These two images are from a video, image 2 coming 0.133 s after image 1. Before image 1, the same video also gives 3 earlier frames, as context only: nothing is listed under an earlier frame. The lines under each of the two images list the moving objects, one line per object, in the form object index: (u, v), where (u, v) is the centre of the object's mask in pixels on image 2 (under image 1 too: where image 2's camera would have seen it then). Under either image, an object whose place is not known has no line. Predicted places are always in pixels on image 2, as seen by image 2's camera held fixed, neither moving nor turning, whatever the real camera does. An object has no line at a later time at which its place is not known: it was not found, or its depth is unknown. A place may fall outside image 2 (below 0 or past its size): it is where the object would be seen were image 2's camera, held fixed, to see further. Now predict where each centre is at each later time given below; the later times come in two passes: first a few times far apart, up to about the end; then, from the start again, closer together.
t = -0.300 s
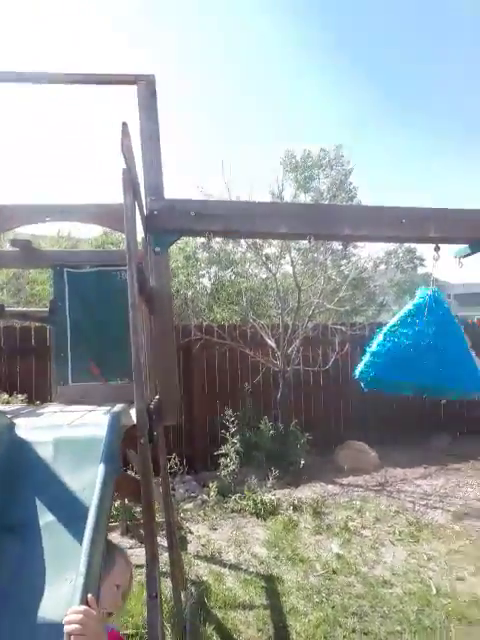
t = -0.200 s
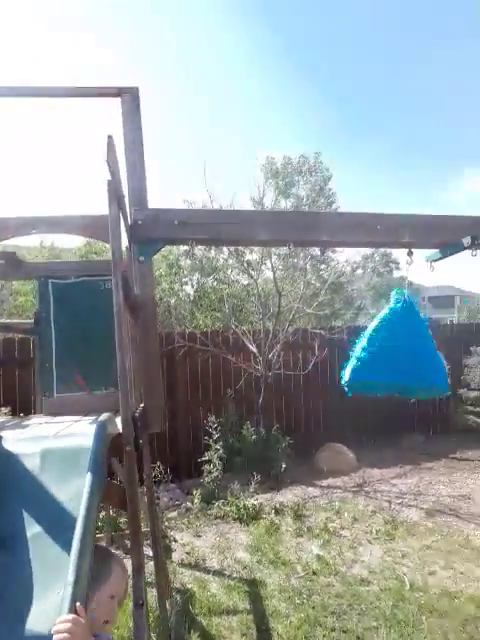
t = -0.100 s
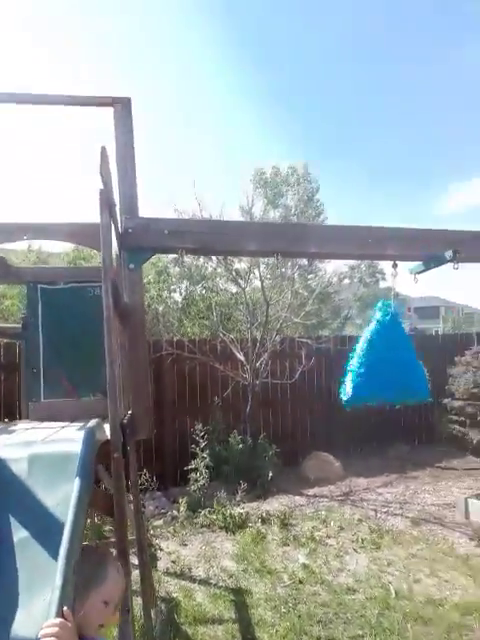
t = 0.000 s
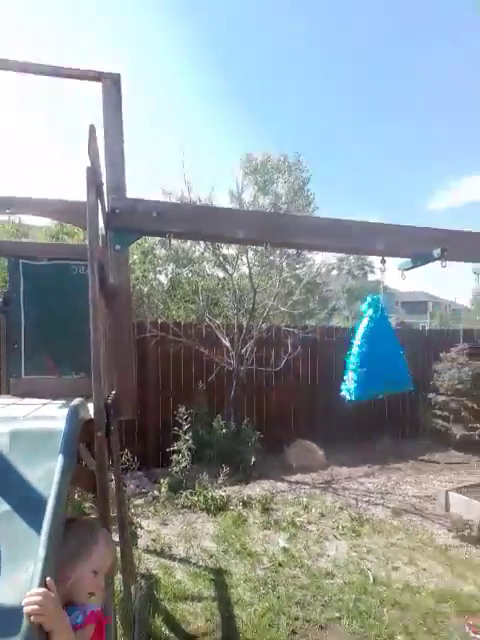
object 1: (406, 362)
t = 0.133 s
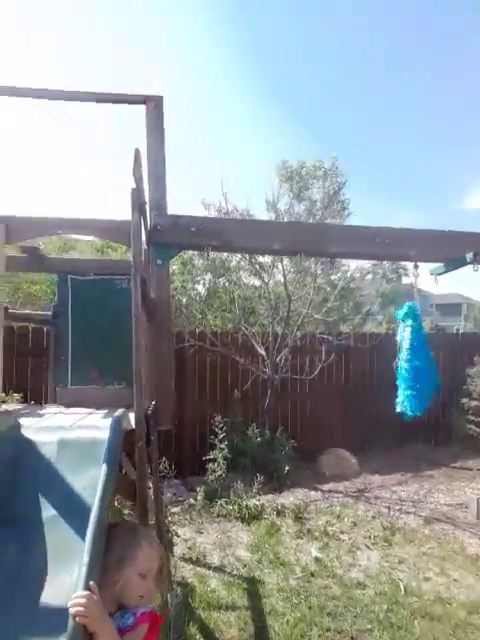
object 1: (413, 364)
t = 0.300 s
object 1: (422, 365)
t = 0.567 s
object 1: (428, 369)
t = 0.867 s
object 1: (418, 367)
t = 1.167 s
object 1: (411, 362)
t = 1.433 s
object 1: (414, 358)
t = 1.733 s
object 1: (423, 363)
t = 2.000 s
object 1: (425, 362)
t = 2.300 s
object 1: (421, 369)
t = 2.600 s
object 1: (412, 365)
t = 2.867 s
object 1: (408, 365)
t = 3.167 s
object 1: (411, 367)
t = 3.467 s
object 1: (418, 366)
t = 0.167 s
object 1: (414, 364)
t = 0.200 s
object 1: (415, 363)
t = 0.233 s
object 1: (418, 365)
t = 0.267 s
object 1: (421, 365)
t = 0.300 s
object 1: (422, 365)
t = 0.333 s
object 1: (424, 367)
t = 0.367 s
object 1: (425, 368)
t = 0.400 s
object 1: (427, 368)
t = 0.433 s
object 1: (427, 369)
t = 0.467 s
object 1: (428, 369)
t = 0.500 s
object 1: (428, 370)
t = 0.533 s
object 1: (428, 370)
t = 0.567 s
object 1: (428, 369)
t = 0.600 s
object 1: (429, 369)
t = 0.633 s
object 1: (428, 369)
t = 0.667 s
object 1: (426, 368)
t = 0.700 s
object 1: (426, 368)
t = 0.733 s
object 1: (427, 368)
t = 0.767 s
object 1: (424, 368)
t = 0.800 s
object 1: (422, 368)
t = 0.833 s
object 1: (419, 368)
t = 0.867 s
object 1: (418, 367)
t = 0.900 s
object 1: (416, 367)
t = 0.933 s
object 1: (414, 367)
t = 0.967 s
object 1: (414, 366)
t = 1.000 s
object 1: (414, 365)
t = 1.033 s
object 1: (412, 365)
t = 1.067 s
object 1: (410, 365)
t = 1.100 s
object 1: (409, 364)
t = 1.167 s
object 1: (411, 362)
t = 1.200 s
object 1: (411, 361)
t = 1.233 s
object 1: (411, 361)
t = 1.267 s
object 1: (410, 362)
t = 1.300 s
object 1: (410, 362)
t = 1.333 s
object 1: (410, 360)
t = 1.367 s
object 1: (411, 359)
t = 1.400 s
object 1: (413, 359)
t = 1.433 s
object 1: (414, 358)
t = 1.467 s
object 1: (416, 359)
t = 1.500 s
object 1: (417, 360)
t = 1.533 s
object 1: (418, 361)
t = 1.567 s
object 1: (418, 361)
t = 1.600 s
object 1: (420, 362)
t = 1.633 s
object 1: (421, 362)
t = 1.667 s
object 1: (422, 363)
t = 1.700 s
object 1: (422, 363)
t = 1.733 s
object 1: (423, 363)
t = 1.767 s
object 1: (424, 362)
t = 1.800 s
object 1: (425, 362)
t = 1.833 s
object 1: (425, 361)
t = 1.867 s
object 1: (425, 361)
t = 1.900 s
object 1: (426, 361)
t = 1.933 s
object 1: (426, 361)
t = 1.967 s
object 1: (425, 362)
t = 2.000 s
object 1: (425, 362)
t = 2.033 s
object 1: (425, 363)
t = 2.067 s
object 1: (425, 363)
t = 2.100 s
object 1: (424, 364)
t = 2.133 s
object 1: (423, 365)
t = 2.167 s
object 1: (423, 366)
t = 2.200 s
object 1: (422, 367)
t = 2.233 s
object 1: (421, 368)
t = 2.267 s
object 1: (421, 368)
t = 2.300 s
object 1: (421, 369)
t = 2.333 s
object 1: (420, 369)
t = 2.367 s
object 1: (418, 370)
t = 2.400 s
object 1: (418, 370)
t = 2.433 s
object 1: (418, 370)
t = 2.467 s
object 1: (415, 370)
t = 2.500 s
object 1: (415, 368)
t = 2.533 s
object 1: (414, 366)
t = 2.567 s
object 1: (412, 366)
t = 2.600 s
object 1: (412, 365)
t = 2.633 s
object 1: (409, 363)
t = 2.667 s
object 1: (409, 362)
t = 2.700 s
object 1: (409, 363)
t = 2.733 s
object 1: (409, 363)
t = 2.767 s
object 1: (408, 363)
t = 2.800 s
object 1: (407, 365)
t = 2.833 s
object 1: (407, 365)
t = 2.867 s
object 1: (408, 365)
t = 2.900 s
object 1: (407, 365)
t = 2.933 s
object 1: (407, 365)
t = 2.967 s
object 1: (408, 366)
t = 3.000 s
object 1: (409, 366)
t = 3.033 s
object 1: (410, 367)
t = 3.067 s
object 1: (410, 367)
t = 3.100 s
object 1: (411, 367)
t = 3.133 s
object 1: (411, 367)
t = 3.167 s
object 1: (411, 367)
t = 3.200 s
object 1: (412, 368)
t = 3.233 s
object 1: (413, 367)
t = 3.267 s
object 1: (414, 367)
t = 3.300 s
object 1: (415, 367)
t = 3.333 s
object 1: (416, 367)
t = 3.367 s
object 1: (416, 367)
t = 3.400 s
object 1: (416, 366)
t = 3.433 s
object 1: (417, 366)
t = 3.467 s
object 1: (418, 366)
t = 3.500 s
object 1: (418, 366)
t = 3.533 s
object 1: (418, 366)
